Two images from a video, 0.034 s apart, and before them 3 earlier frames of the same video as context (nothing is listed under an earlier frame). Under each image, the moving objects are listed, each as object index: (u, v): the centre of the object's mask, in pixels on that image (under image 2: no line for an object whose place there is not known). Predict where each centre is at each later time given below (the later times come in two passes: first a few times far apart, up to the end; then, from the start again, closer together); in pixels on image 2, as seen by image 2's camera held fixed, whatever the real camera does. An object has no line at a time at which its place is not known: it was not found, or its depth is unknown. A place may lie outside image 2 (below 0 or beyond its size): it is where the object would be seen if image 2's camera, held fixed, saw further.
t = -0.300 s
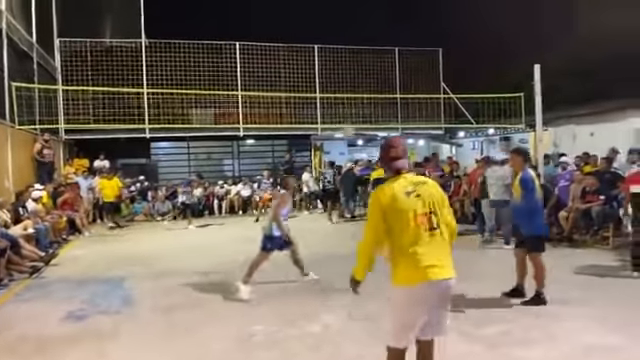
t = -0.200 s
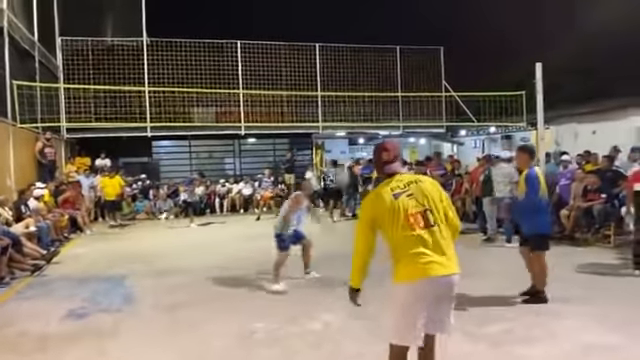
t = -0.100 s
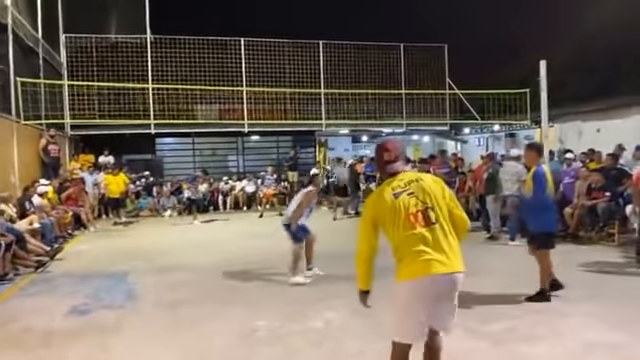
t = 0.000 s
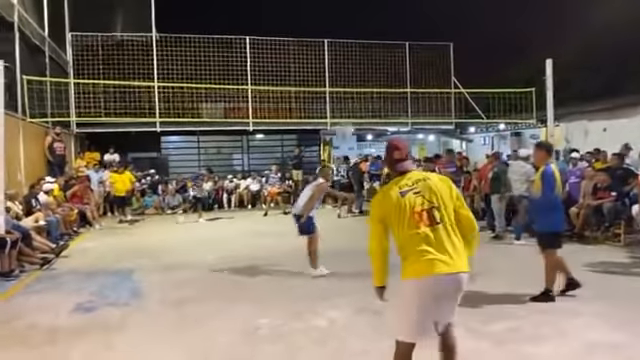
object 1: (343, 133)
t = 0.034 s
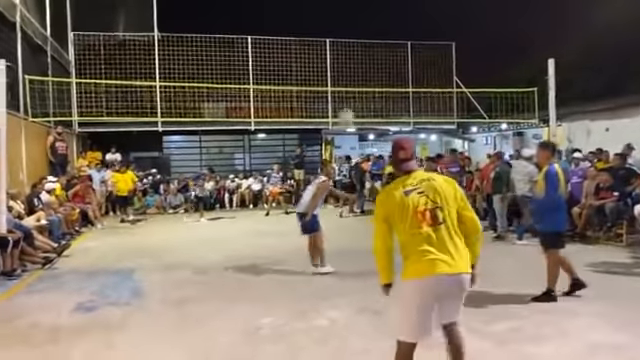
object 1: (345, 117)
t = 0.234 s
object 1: (339, 57)
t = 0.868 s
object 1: (339, 51)
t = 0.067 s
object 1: (345, 106)
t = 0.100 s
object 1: (344, 96)
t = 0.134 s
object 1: (343, 85)
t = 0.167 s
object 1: (342, 75)
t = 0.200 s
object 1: (340, 66)
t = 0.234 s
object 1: (339, 57)
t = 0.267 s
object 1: (338, 49)
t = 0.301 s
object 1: (338, 42)
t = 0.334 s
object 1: (337, 35)
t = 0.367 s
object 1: (336, 29)
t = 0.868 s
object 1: (339, 51)
